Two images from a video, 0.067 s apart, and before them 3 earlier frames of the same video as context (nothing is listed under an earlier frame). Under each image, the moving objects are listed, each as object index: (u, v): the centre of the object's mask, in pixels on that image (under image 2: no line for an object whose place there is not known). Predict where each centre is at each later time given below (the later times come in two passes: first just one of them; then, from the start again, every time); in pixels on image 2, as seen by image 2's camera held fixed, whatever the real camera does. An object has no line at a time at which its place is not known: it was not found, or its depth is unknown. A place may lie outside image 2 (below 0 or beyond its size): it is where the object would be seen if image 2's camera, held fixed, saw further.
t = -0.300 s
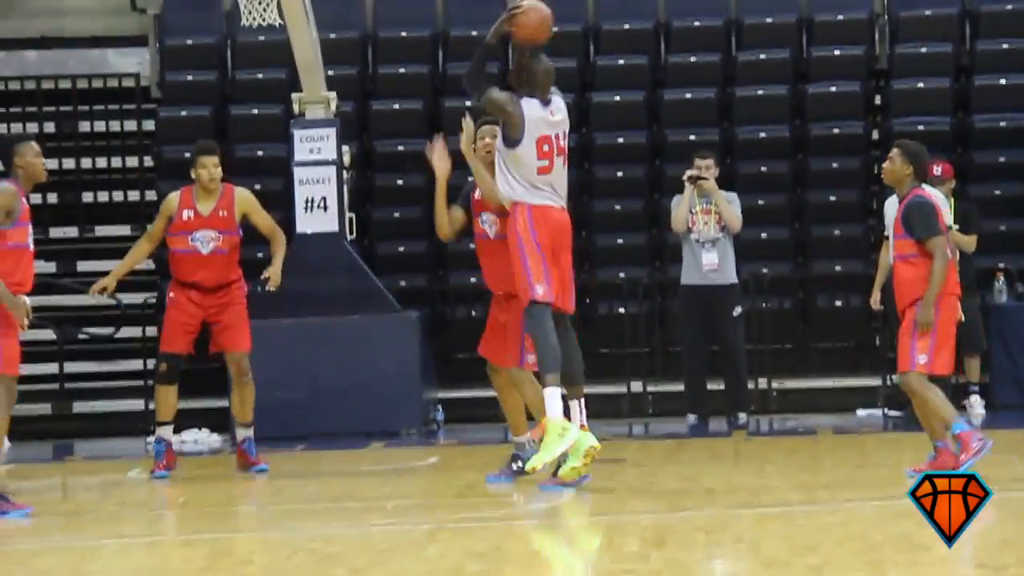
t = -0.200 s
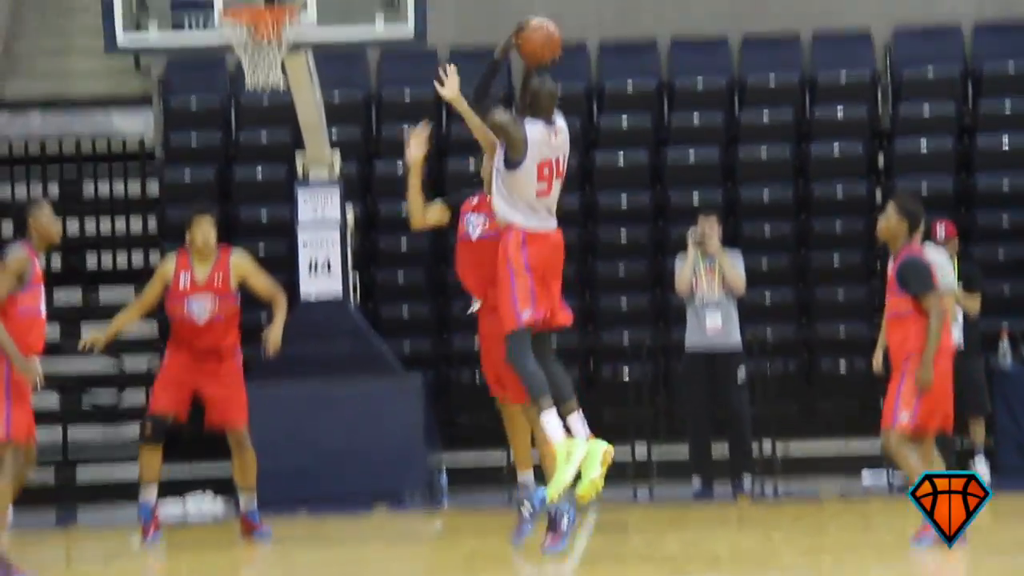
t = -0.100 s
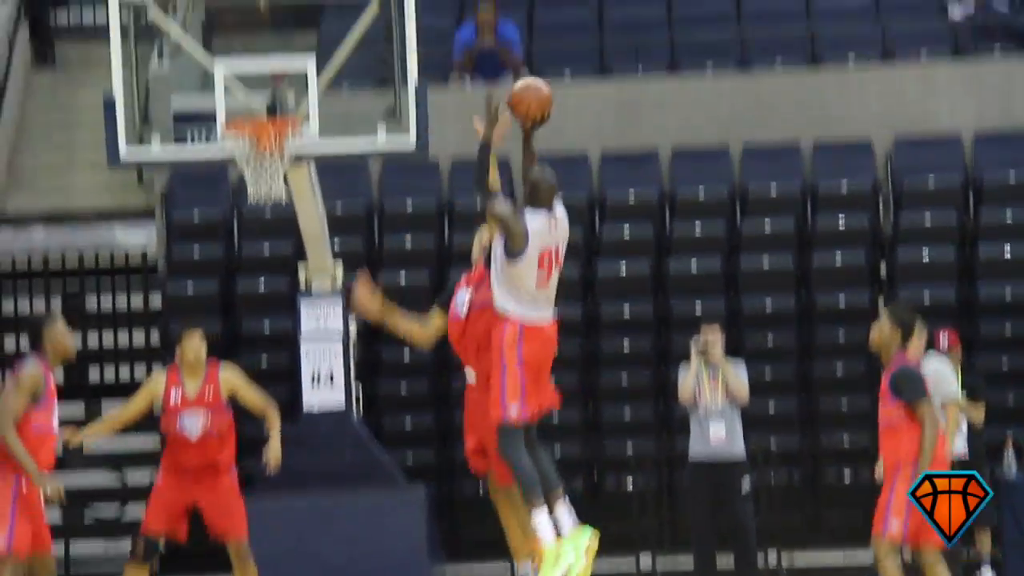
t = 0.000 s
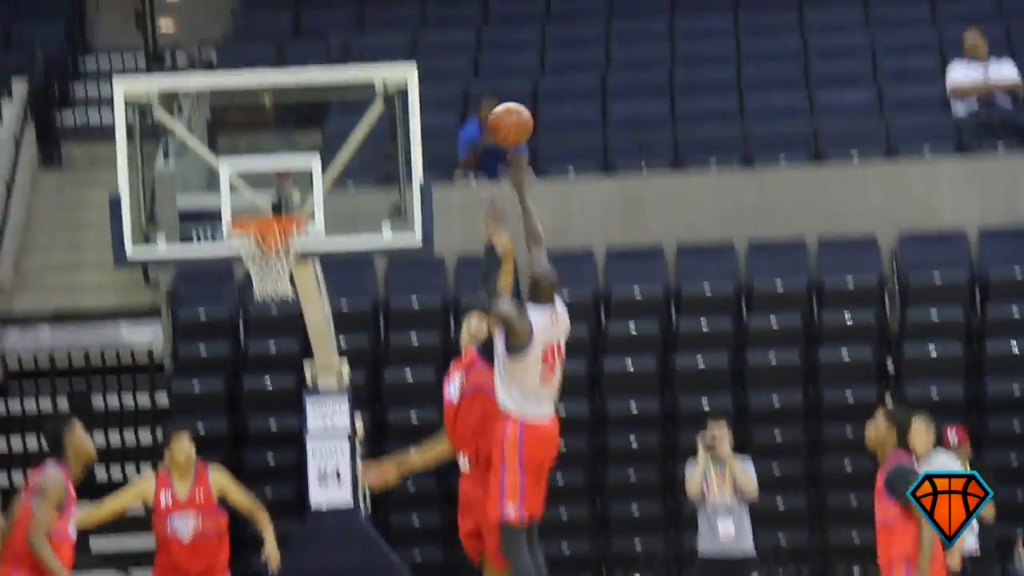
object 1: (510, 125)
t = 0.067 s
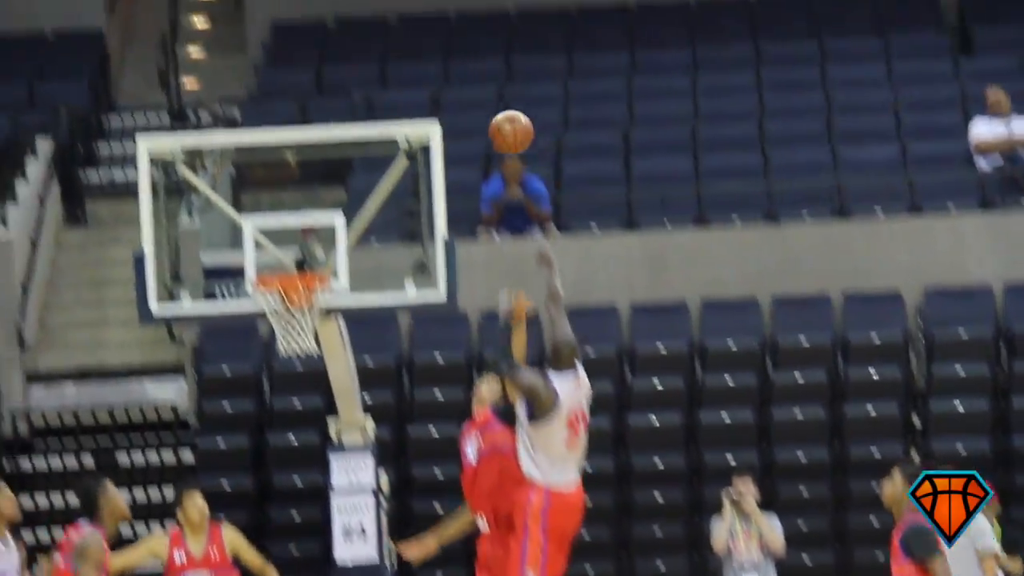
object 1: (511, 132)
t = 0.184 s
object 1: (478, 71)
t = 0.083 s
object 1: (506, 122)
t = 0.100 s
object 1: (501, 112)
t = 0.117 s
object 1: (496, 102)
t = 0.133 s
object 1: (492, 94)
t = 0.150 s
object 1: (487, 85)
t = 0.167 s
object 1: (482, 78)
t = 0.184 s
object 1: (478, 71)
